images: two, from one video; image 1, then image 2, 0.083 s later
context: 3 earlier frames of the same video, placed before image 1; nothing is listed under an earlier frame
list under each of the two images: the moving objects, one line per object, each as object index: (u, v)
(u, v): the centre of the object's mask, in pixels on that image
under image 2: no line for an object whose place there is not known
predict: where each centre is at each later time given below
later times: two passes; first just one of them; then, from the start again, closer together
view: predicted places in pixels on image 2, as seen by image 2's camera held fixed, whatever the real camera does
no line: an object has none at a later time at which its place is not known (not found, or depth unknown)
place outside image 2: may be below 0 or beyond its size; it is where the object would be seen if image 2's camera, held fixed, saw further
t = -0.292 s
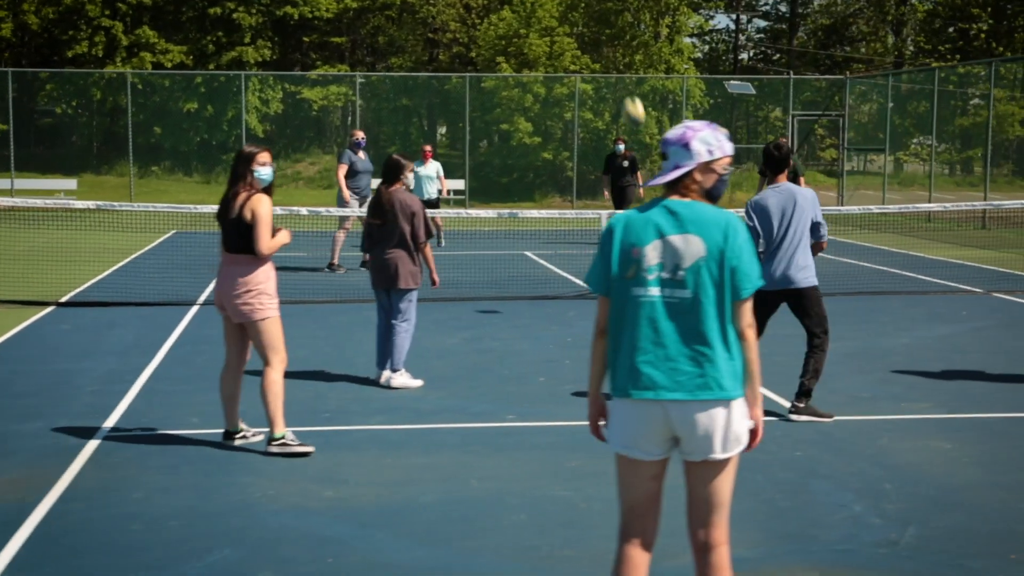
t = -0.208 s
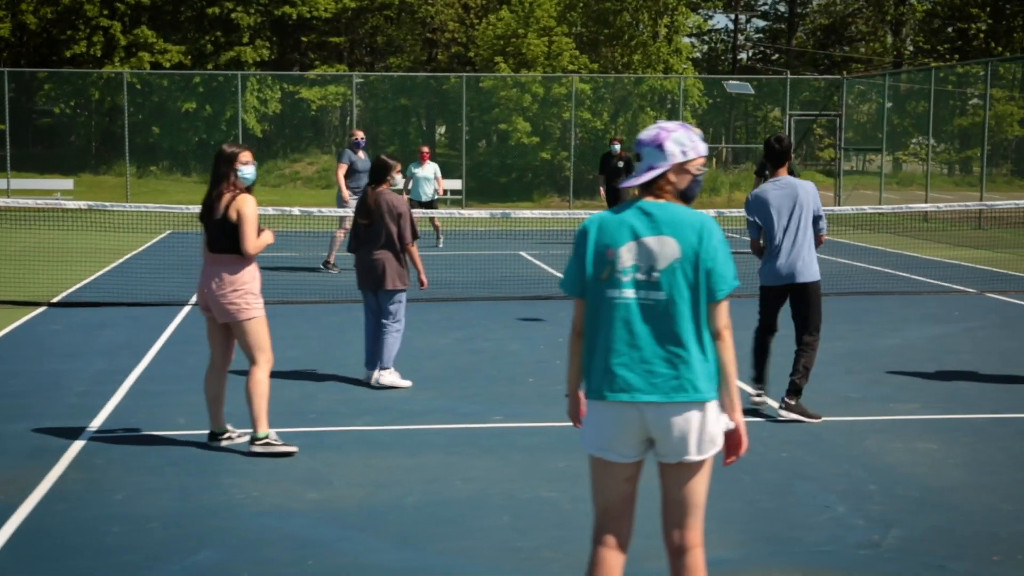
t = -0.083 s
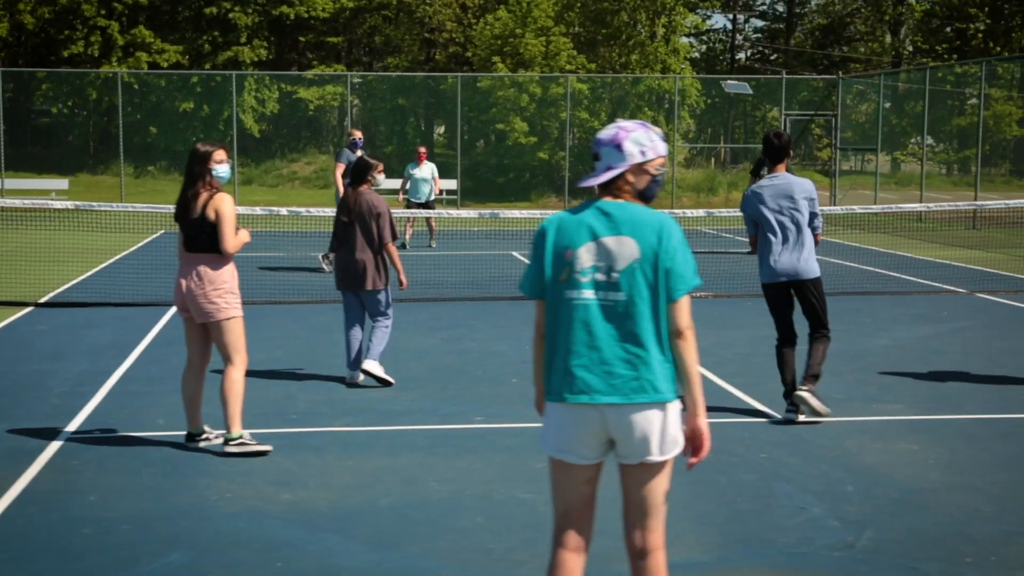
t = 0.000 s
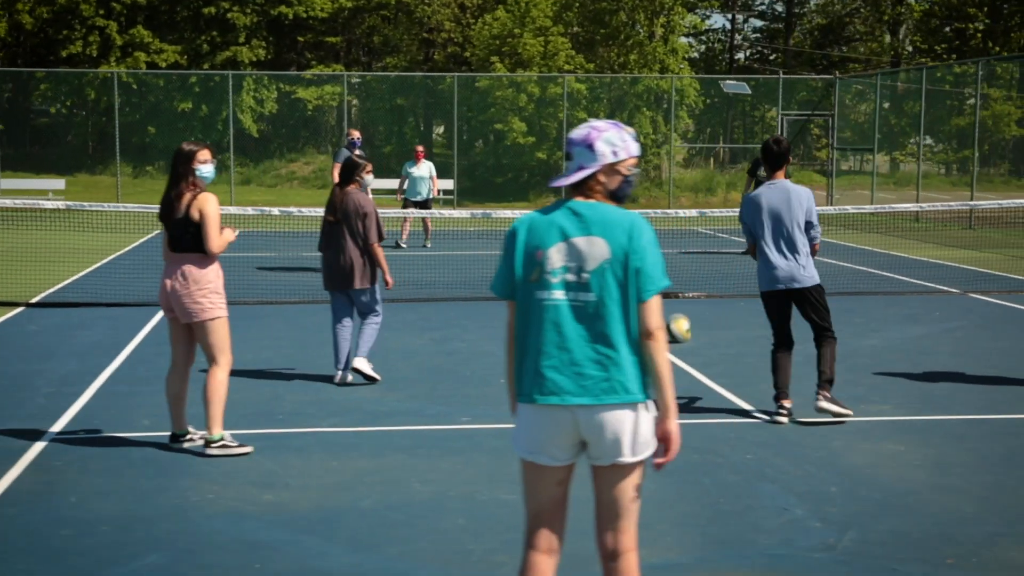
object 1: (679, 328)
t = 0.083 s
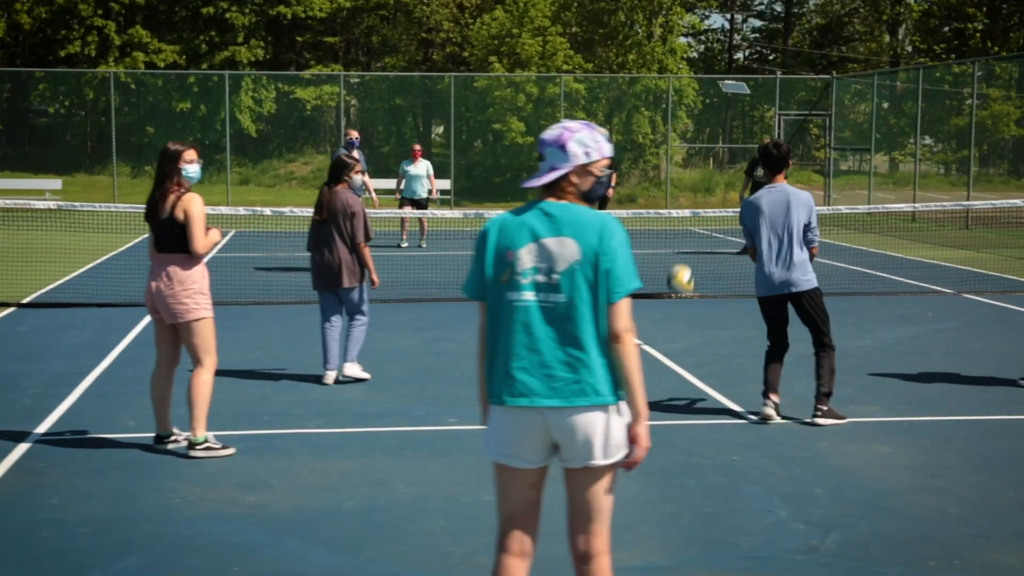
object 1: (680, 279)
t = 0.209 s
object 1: (694, 215)
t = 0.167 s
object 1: (689, 236)
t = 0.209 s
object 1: (694, 215)
